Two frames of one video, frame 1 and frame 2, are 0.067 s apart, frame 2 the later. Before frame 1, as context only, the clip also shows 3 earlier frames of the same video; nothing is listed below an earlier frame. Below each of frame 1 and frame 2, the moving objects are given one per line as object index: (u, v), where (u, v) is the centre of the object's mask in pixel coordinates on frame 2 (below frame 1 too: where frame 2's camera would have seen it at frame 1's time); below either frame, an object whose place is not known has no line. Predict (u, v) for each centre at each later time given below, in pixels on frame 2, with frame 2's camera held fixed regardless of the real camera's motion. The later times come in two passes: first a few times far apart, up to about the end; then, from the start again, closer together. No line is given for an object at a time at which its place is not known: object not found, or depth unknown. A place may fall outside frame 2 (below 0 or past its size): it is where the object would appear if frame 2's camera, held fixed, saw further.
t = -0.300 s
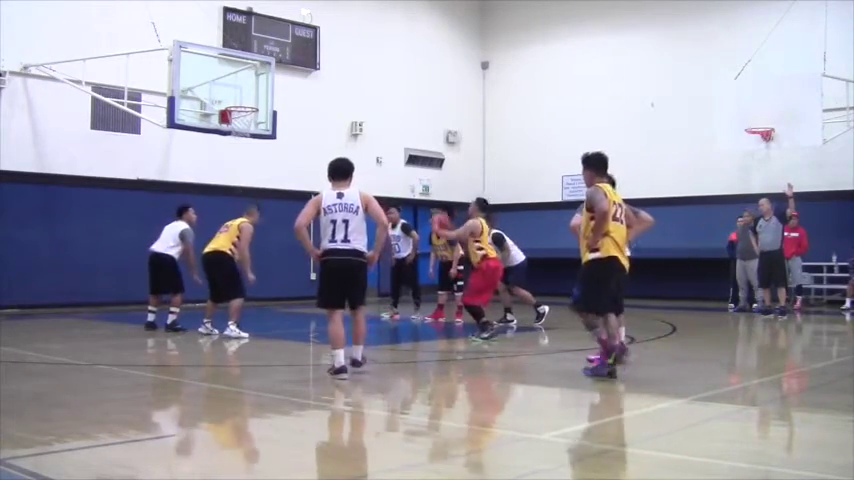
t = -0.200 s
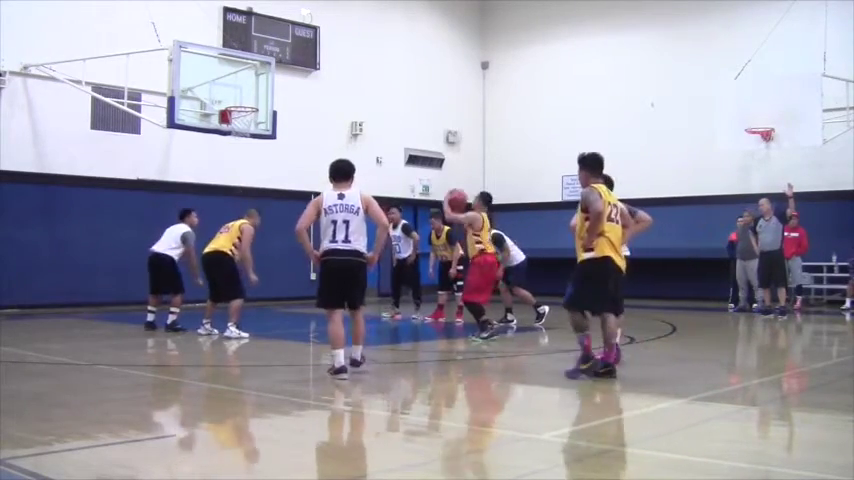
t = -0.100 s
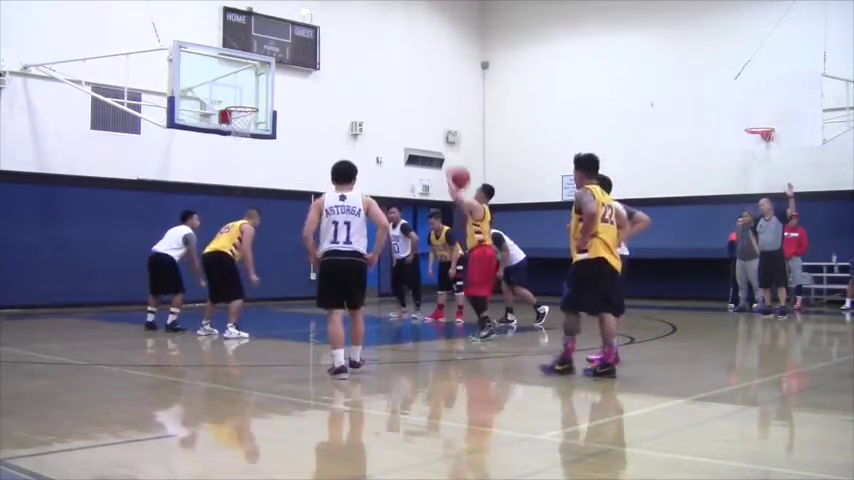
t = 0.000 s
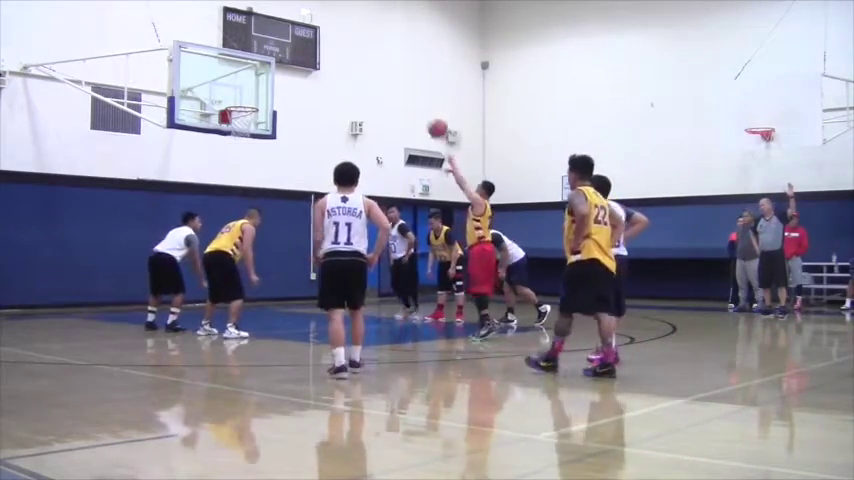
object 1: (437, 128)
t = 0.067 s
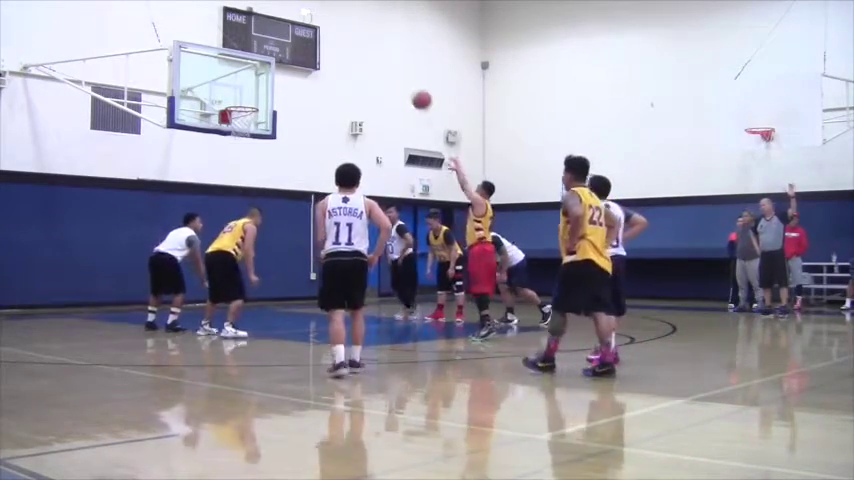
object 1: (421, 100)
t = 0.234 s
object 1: (383, 47)
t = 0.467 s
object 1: (336, 15)
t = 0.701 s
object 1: (295, 24)
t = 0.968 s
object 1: (249, 80)
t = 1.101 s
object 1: (234, 118)
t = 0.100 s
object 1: (414, 87)
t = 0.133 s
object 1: (406, 75)
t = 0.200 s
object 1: (391, 55)
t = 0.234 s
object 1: (383, 47)
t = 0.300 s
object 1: (369, 33)
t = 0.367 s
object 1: (356, 23)
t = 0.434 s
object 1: (342, 17)
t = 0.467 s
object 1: (336, 15)
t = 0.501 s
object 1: (329, 14)
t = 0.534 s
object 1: (323, 14)
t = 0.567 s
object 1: (317, 14)
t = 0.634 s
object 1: (305, 18)
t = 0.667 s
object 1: (300, 20)
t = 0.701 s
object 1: (295, 24)
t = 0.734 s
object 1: (288, 29)
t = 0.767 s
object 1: (281, 33)
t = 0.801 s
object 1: (276, 41)
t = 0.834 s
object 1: (270, 47)
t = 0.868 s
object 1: (264, 55)
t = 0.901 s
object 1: (260, 63)
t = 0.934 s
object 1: (254, 70)
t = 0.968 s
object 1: (249, 80)
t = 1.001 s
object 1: (243, 90)
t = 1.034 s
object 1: (238, 100)
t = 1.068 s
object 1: (234, 111)
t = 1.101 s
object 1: (234, 118)
